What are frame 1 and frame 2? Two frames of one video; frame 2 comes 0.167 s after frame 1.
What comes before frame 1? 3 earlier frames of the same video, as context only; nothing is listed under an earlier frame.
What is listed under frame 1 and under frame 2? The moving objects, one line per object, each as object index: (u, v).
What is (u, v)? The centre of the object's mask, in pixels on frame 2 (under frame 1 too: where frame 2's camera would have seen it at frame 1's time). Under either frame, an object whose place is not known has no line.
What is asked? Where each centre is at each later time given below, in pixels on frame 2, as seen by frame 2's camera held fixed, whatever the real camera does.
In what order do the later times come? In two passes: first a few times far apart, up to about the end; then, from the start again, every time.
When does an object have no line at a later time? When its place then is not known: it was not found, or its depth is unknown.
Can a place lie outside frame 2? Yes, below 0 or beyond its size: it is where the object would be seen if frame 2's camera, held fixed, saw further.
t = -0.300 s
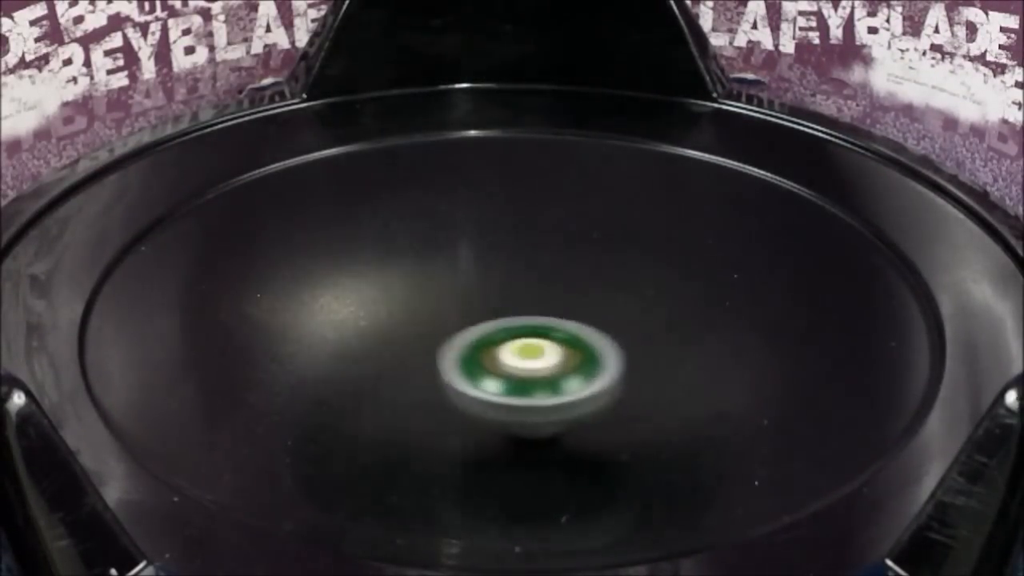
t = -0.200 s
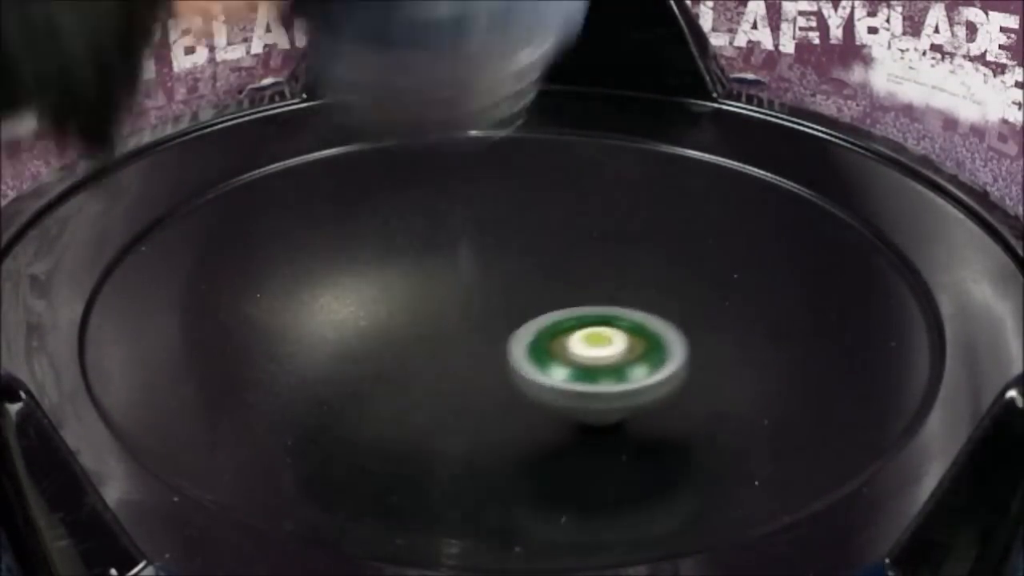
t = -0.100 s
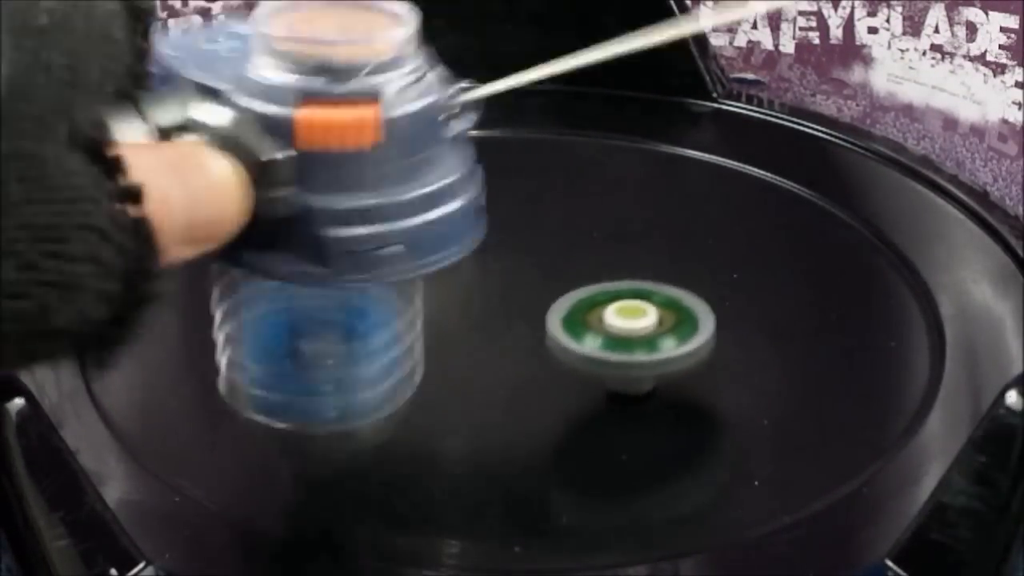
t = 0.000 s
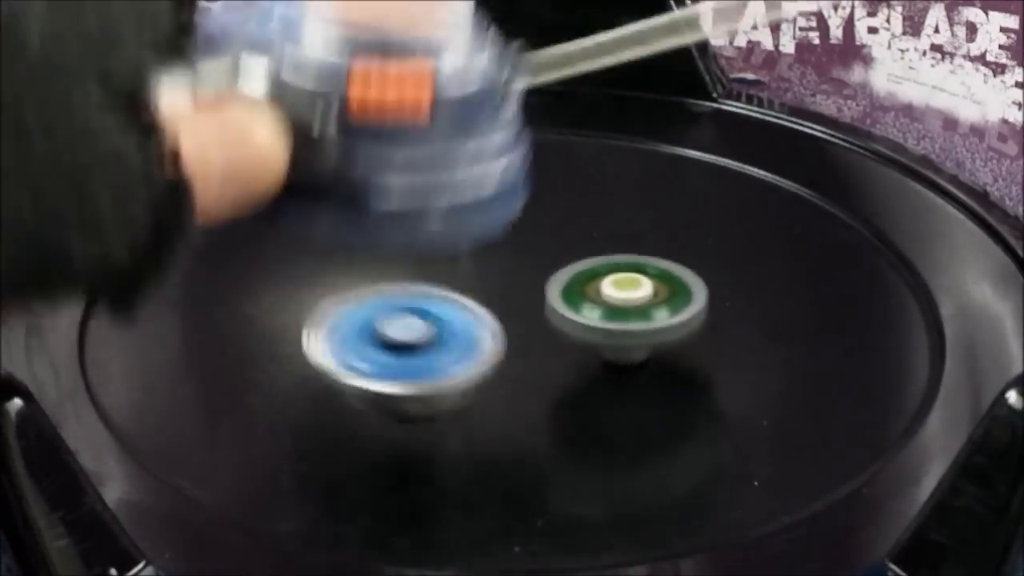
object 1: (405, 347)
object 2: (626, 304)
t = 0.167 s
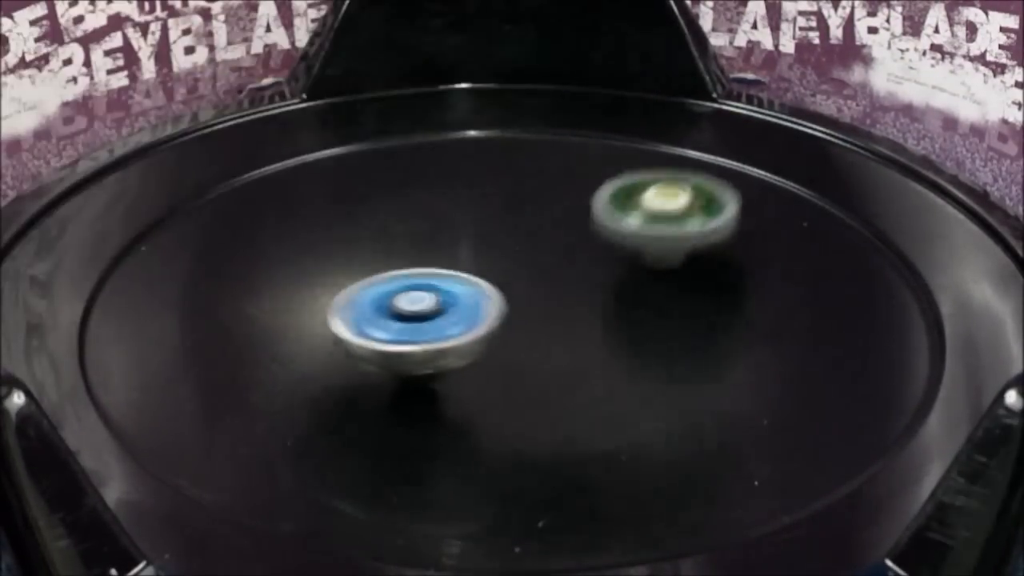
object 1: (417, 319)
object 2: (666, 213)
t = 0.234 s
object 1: (387, 311)
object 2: (676, 173)
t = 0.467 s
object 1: (416, 308)
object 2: (467, 143)
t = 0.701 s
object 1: (493, 325)
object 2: (243, 268)
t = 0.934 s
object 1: (522, 305)
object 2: (555, 487)
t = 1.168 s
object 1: (483, 283)
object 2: (893, 262)
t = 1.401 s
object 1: (436, 292)
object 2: (556, 109)
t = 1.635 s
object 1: (461, 307)
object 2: (134, 222)
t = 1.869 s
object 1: (501, 303)
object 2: (443, 487)
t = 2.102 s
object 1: (505, 285)
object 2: (917, 299)
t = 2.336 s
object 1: (477, 273)
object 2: (576, 110)
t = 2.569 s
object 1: (468, 280)
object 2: (117, 248)
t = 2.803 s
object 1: (484, 290)
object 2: (428, 487)
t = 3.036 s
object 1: (506, 286)
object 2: (849, 373)
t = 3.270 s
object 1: (506, 274)
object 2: (732, 161)
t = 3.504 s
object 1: (500, 280)
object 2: (282, 101)
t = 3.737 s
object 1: (505, 285)
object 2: (148, 229)
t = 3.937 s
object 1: (523, 287)
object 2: (669, 374)
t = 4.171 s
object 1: (519, 286)
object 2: (866, 203)
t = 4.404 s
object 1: (519, 289)
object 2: (574, 127)
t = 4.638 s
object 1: (519, 296)
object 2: (384, 177)
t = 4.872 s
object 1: (525, 297)
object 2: (323, 275)
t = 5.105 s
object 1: (619, 277)
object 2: (315, 356)
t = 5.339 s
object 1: (598, 254)
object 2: (464, 392)
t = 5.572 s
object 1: (505, 263)
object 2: (545, 363)
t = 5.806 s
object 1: (449, 275)
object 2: (572, 345)
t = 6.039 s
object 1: (292, 194)
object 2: (739, 366)
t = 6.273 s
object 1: (309, 269)
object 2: (689, 309)
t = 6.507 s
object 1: (434, 324)
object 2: (596, 283)
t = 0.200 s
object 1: (400, 315)
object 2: (676, 191)
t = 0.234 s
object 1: (387, 311)
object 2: (676, 173)
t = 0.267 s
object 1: (380, 307)
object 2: (666, 159)
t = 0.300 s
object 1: (378, 304)
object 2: (647, 147)
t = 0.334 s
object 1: (380, 303)
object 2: (621, 139)
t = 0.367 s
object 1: (386, 302)
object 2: (586, 134)
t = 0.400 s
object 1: (395, 303)
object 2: (547, 134)
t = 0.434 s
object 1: (405, 306)
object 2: (507, 137)
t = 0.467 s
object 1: (416, 308)
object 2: (467, 143)
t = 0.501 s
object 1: (428, 311)
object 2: (426, 151)
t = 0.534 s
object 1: (440, 315)
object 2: (390, 162)
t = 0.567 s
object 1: (451, 318)
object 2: (355, 176)
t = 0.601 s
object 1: (461, 321)
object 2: (320, 194)
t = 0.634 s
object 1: (471, 323)
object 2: (289, 215)
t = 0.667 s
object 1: (482, 324)
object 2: (262, 241)
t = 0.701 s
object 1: (493, 325)
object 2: (243, 268)
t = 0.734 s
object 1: (501, 325)
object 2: (235, 299)
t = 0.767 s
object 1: (506, 323)
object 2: (239, 334)
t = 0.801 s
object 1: (512, 320)
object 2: (262, 371)
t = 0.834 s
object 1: (519, 316)
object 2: (304, 408)
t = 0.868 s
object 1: (522, 314)
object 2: (368, 442)
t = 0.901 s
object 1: (522, 310)
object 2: (454, 469)
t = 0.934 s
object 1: (522, 305)
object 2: (555, 487)
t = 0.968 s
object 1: (521, 300)
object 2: (651, 477)
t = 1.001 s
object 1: (518, 297)
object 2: (727, 458)
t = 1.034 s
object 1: (512, 292)
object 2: (788, 424)
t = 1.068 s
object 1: (506, 288)
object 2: (837, 383)
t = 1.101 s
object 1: (500, 286)
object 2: (869, 343)
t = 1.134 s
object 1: (491, 285)
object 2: (888, 303)
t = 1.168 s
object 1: (483, 283)
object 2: (893, 262)
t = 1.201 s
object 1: (474, 282)
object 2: (885, 225)
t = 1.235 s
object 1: (465, 283)
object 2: (850, 190)
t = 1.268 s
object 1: (456, 284)
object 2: (804, 169)
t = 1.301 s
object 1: (449, 285)
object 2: (752, 145)
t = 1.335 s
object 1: (443, 287)
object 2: (691, 127)
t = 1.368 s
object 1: (440, 290)
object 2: (623, 118)
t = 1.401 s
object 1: (436, 292)
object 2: (556, 109)
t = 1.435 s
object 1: (434, 294)
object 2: (485, 108)
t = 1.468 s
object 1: (437, 297)
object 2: (413, 115)
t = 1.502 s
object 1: (440, 300)
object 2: (347, 123)
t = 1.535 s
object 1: (443, 302)
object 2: (281, 139)
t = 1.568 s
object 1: (448, 303)
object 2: (223, 160)
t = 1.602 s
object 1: (456, 305)
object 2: (175, 189)
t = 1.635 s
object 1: (461, 307)
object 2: (134, 222)
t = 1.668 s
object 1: (468, 307)
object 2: (109, 261)
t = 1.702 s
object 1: (476, 308)
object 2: (104, 301)
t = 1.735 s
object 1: (483, 308)
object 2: (119, 348)
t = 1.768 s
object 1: (488, 307)
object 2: (164, 389)
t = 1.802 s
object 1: (494, 306)
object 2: (232, 432)
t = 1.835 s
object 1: (499, 305)
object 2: (326, 466)
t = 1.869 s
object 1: (501, 303)
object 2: (443, 487)
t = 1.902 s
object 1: (506, 301)
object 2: (564, 489)
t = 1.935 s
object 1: (508, 299)
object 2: (670, 475)
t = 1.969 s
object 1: (508, 296)
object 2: (758, 450)
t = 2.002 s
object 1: (510, 293)
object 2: (827, 414)
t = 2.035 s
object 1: (509, 291)
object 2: (881, 383)
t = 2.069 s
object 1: (507, 288)
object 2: (910, 343)
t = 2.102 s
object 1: (505, 285)
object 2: (917, 299)
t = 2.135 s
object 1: (502, 283)
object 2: (910, 258)
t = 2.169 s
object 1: (497, 280)
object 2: (883, 220)
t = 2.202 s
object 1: (494, 277)
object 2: (843, 187)
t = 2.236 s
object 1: (490, 276)
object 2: (792, 160)
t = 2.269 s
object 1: (484, 274)
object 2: (727, 136)
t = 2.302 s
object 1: (481, 273)
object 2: (653, 119)
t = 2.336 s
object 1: (477, 273)
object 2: (576, 110)
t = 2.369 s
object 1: (473, 273)
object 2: (495, 107)
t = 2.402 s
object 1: (472, 273)
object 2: (411, 112)
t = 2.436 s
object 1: (469, 275)
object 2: (336, 125)
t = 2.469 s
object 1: (467, 275)
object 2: (260, 146)
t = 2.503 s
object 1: (468, 276)
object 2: (198, 173)
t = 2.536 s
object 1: (468, 279)
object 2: (149, 206)
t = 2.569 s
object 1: (468, 280)
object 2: (117, 248)
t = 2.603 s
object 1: (471, 282)
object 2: (102, 291)
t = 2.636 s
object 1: (472, 284)
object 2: (112, 329)
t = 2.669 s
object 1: (474, 285)
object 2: (141, 369)
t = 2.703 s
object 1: (477, 287)
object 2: (188, 408)
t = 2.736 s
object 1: (478, 288)
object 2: (251, 441)
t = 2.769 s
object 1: (482, 289)
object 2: (335, 470)
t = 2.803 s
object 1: (484, 290)
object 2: (428, 487)
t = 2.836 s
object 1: (486, 291)
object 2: (522, 492)
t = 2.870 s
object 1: (490, 291)
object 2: (605, 487)
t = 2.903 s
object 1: (493, 291)
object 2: (674, 474)
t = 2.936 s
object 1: (497, 290)
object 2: (731, 455)
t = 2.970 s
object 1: (500, 289)
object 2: (781, 431)
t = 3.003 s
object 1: (503, 287)
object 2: (821, 402)
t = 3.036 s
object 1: (506, 286)
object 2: (849, 373)
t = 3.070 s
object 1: (507, 285)
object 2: (863, 341)
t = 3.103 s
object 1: (509, 283)
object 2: (867, 309)
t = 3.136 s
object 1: (509, 281)
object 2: (859, 277)
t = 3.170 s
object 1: (509, 279)
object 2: (841, 244)
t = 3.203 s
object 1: (509, 277)
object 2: (813, 214)
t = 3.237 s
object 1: (507, 275)
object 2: (776, 186)
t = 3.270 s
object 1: (506, 274)
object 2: (732, 161)
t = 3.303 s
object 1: (504, 274)
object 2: (680, 138)
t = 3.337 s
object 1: (503, 274)
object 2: (622, 117)
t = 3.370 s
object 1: (502, 275)
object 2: (559, 101)
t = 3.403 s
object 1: (500, 275)
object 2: (490, 97)
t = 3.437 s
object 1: (501, 277)
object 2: (418, 94)
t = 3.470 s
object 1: (501, 279)
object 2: (347, 95)
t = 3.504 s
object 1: (500, 280)
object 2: (282, 101)
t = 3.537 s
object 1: (499, 281)
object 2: (222, 106)
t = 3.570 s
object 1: (500, 282)
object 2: (163, 117)
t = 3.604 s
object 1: (500, 283)
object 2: (119, 139)
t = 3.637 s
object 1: (500, 284)
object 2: (83, 167)
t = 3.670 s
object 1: (501, 285)
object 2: (60, 198)
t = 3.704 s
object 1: (502, 285)
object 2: (85, 200)
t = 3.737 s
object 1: (505, 285)
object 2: (148, 229)
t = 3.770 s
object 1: (509, 285)
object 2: (219, 299)
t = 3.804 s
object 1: (514, 285)
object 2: (313, 329)
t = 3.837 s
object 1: (521, 284)
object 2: (410, 362)
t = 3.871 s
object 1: (520, 279)
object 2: (501, 375)
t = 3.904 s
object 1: (520, 281)
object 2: (590, 379)
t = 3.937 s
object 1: (523, 287)
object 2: (669, 374)
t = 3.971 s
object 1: (524, 287)
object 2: (734, 360)
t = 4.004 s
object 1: (523, 288)
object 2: (790, 340)
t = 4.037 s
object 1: (522, 288)
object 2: (834, 315)
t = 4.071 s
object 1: (520, 288)
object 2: (865, 288)
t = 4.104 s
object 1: (519, 287)
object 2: (883, 260)
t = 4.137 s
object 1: (519, 286)
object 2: (888, 230)
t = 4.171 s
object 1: (519, 286)
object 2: (866, 203)
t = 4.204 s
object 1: (519, 286)
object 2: (829, 188)
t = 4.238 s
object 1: (520, 285)
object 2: (790, 171)
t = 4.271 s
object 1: (522, 286)
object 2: (746, 156)
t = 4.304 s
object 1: (521, 287)
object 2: (701, 142)
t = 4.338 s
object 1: (522, 288)
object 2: (657, 133)
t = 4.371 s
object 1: (520, 289)
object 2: (614, 128)
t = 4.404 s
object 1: (519, 289)
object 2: (574, 127)
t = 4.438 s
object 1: (519, 290)
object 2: (538, 128)
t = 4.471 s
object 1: (518, 291)
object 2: (506, 133)
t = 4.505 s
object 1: (518, 292)
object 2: (476, 140)
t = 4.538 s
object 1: (518, 293)
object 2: (450, 147)
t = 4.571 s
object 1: (518, 294)
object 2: (425, 156)
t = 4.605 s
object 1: (519, 295)
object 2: (404, 166)
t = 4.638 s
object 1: (519, 296)
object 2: (384, 177)
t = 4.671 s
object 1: (521, 296)
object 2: (366, 188)
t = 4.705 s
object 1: (522, 296)
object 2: (351, 202)
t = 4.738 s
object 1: (523, 297)
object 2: (339, 216)
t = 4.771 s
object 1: (524, 297)
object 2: (330, 230)
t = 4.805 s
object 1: (524, 297)
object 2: (324, 245)
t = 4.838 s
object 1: (525, 297)
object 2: (322, 259)
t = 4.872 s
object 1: (525, 297)
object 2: (323, 275)
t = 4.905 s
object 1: (525, 297)
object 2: (329, 289)
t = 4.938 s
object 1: (524, 297)
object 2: (339, 303)
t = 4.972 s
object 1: (523, 297)
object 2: (351, 315)
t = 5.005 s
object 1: (540, 292)
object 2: (346, 327)
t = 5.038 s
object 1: (574, 287)
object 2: (323, 336)
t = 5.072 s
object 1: (601, 282)
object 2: (313, 346)
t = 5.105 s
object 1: (619, 277)
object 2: (315, 356)
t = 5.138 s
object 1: (630, 272)
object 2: (327, 366)
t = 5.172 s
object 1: (635, 268)
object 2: (346, 375)
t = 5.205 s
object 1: (634, 264)
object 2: (370, 383)
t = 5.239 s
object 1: (629, 260)
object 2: (395, 388)
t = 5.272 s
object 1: (621, 258)
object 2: (420, 391)
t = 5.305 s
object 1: (611, 256)
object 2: (444, 393)
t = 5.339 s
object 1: (598, 254)
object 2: (464, 392)
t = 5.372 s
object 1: (585, 253)
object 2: (481, 389)
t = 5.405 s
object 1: (571, 252)
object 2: (496, 386)
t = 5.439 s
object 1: (557, 253)
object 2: (509, 383)
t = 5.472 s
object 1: (543, 254)
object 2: (520, 379)
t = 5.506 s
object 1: (529, 256)
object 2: (530, 374)
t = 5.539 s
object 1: (517, 260)
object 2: (538, 369)
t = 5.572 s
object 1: (505, 263)
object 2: (545, 363)
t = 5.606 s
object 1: (495, 266)
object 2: (550, 357)
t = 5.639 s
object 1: (484, 265)
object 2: (558, 360)
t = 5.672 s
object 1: (474, 263)
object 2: (565, 361)
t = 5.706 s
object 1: (466, 263)
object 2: (569, 358)
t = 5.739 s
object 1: (459, 264)
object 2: (571, 355)
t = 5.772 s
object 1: (454, 270)
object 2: (572, 350)
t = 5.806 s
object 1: (449, 275)
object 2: (572, 345)
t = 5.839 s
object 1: (431, 266)
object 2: (600, 351)
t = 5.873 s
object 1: (393, 245)
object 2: (646, 368)
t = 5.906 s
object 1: (360, 227)
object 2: (683, 377)
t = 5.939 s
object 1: (334, 211)
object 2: (709, 380)
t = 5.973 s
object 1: (314, 199)
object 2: (727, 379)
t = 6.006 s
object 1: (301, 194)
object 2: (736, 374)
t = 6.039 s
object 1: (292, 194)
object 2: (739, 366)
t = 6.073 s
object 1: (286, 199)
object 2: (740, 356)
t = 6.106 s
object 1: (282, 206)
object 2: (737, 346)
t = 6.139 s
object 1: (281, 217)
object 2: (732, 337)
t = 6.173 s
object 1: (283, 229)
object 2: (723, 328)
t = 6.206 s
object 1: (288, 242)
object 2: (713, 322)
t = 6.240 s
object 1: (296, 255)
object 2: (702, 315)
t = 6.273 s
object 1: (309, 269)
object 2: (689, 309)
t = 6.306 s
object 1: (324, 280)
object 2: (676, 304)
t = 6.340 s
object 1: (343, 293)
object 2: (662, 300)
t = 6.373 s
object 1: (365, 304)
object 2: (646, 296)
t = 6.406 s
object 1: (386, 311)
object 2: (631, 293)
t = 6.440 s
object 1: (410, 318)
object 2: (615, 291)
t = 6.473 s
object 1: (431, 321)
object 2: (599, 289)
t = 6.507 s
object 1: (434, 324)
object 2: (596, 283)
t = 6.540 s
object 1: (405, 331)
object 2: (623, 270)
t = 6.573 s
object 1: (384, 336)
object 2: (640, 257)
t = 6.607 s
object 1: (371, 338)
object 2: (646, 249)
